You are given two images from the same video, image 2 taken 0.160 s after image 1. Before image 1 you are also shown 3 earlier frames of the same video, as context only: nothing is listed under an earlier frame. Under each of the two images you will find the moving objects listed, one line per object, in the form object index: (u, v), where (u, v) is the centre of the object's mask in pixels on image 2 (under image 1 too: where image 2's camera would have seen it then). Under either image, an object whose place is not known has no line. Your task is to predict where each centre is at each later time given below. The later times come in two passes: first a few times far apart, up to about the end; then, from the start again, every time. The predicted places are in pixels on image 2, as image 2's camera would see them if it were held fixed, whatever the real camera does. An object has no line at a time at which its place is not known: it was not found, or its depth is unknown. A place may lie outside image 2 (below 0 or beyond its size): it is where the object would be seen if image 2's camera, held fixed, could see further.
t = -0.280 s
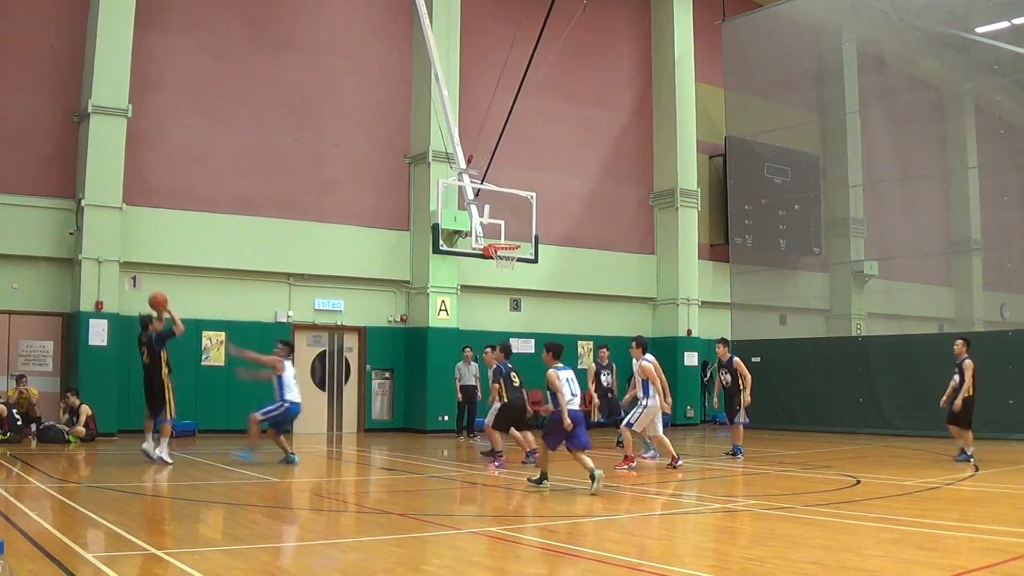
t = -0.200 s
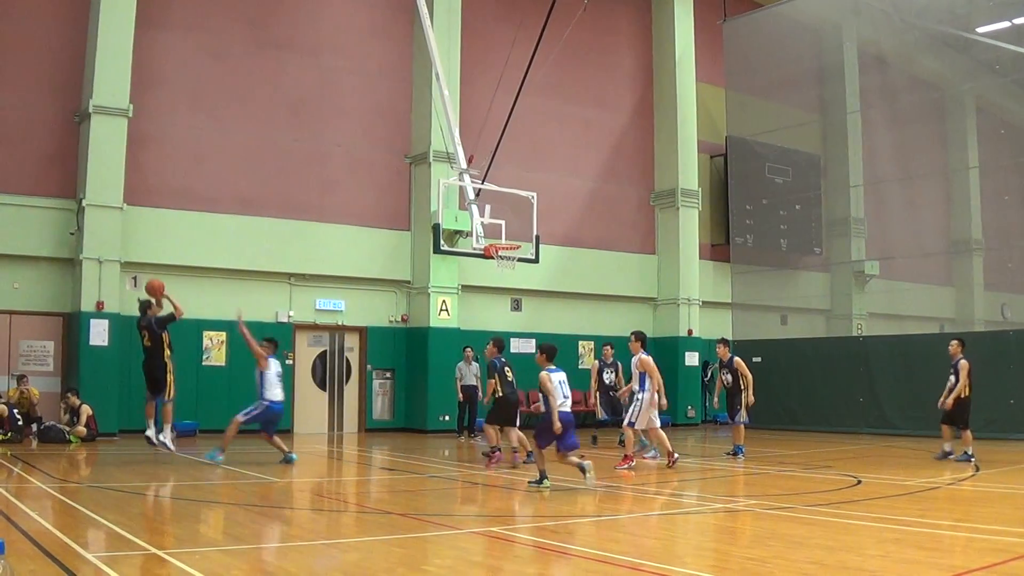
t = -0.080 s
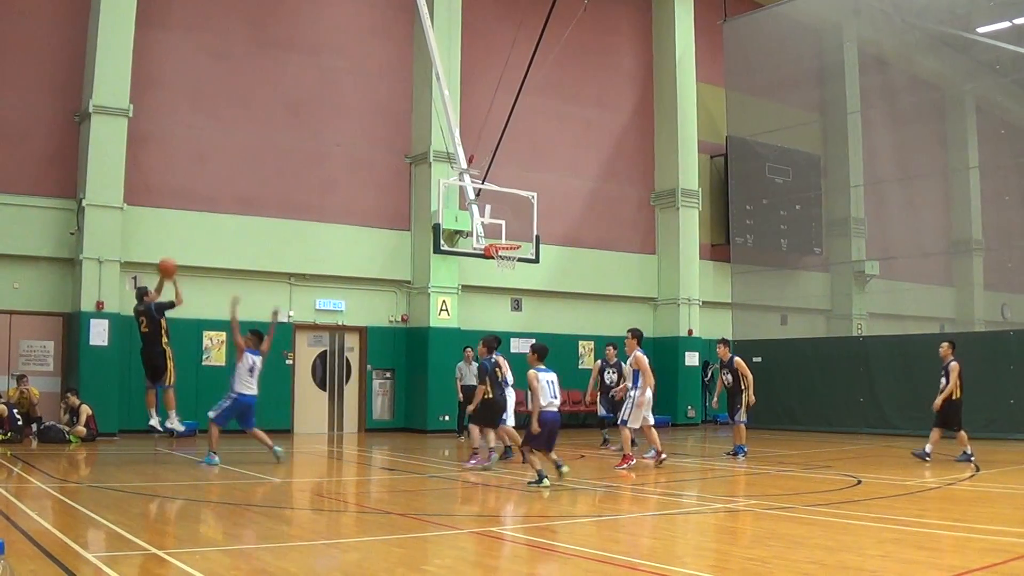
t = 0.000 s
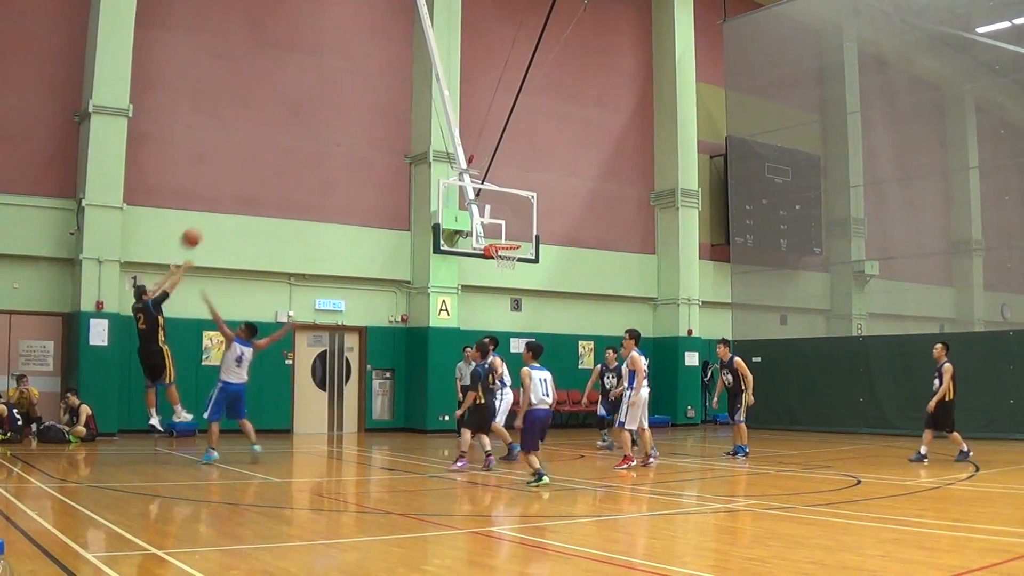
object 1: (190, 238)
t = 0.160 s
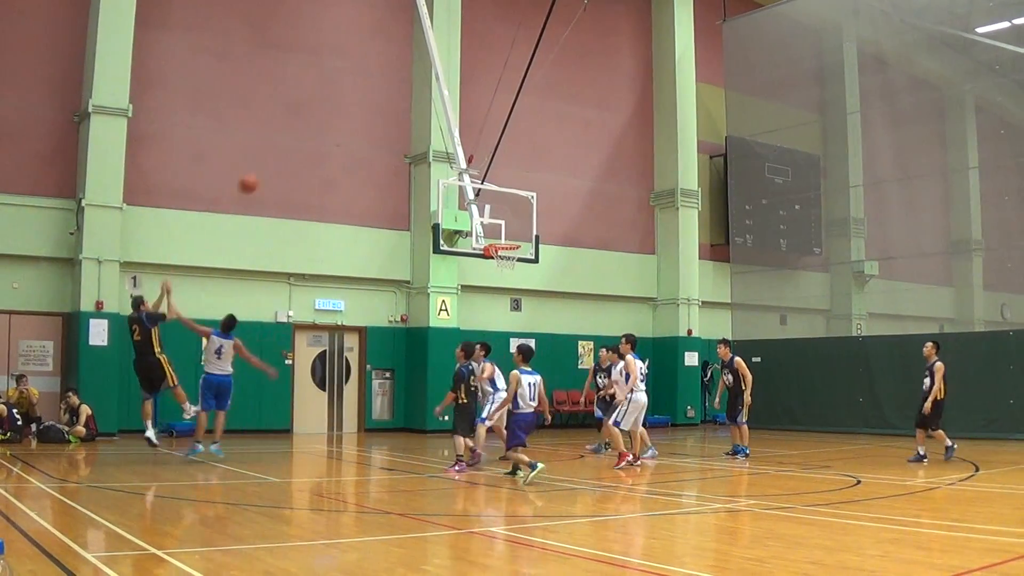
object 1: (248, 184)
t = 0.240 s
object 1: (275, 165)
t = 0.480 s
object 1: (350, 139)
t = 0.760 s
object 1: (428, 160)
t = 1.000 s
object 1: (488, 217)
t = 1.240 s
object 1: (498, 260)
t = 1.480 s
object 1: (486, 272)
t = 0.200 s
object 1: (262, 174)
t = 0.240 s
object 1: (275, 165)
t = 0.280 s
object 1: (288, 158)
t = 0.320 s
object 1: (301, 151)
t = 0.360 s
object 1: (314, 146)
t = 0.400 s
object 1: (326, 143)
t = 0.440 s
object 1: (339, 140)
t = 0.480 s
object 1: (350, 139)
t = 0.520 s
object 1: (362, 139)
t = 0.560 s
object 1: (373, 140)
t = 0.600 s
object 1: (384, 142)
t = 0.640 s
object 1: (395, 144)
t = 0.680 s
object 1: (407, 149)
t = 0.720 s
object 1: (417, 154)
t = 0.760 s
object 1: (428, 160)
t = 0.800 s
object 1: (438, 167)
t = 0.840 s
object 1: (449, 175)
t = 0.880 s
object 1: (458, 184)
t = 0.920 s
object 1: (469, 195)
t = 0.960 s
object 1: (479, 205)
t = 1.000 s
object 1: (488, 217)
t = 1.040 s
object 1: (497, 229)
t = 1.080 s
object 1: (508, 240)
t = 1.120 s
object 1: (512, 251)
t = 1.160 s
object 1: (504, 259)
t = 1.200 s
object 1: (501, 262)
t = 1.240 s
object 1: (498, 260)
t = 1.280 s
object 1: (496, 260)
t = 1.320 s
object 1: (494, 259)
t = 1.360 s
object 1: (492, 261)
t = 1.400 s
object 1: (490, 263)
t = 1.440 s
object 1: (488, 267)
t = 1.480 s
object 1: (486, 272)
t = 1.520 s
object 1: (484, 278)
